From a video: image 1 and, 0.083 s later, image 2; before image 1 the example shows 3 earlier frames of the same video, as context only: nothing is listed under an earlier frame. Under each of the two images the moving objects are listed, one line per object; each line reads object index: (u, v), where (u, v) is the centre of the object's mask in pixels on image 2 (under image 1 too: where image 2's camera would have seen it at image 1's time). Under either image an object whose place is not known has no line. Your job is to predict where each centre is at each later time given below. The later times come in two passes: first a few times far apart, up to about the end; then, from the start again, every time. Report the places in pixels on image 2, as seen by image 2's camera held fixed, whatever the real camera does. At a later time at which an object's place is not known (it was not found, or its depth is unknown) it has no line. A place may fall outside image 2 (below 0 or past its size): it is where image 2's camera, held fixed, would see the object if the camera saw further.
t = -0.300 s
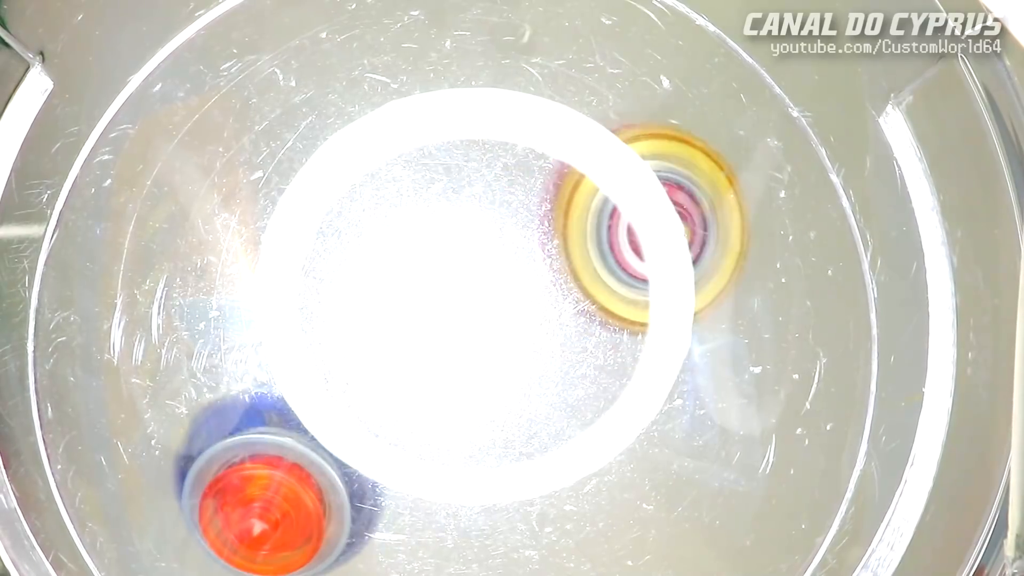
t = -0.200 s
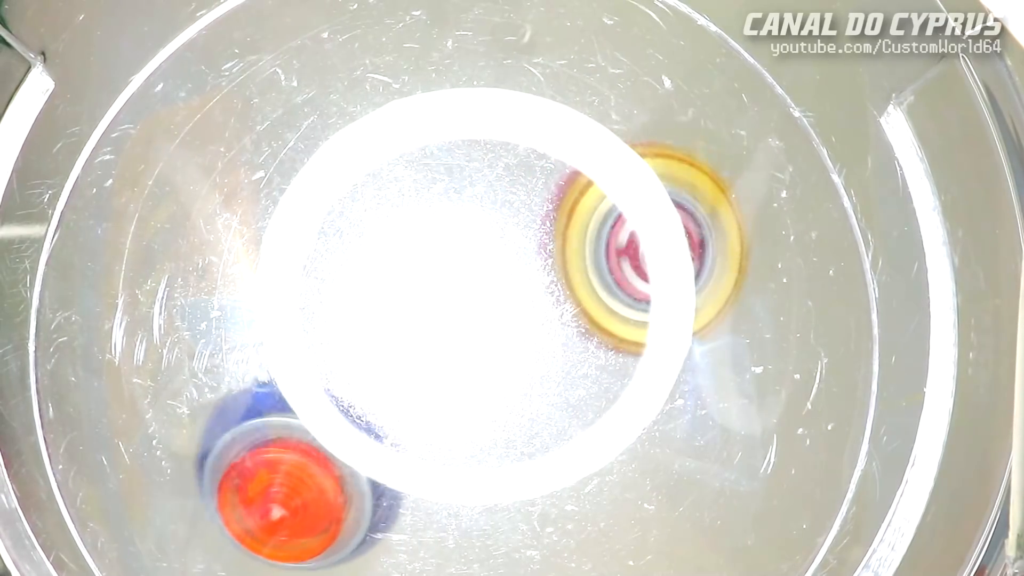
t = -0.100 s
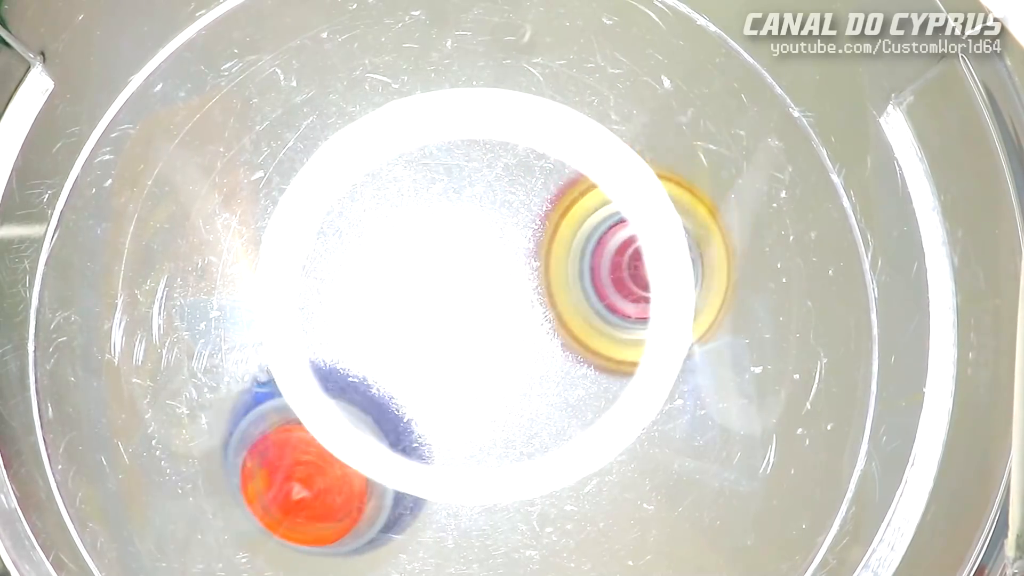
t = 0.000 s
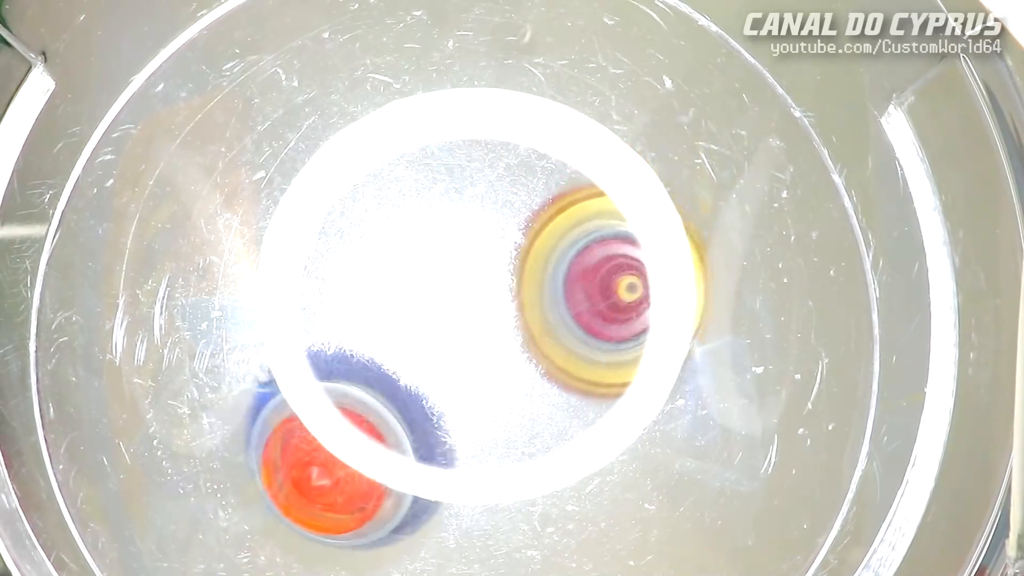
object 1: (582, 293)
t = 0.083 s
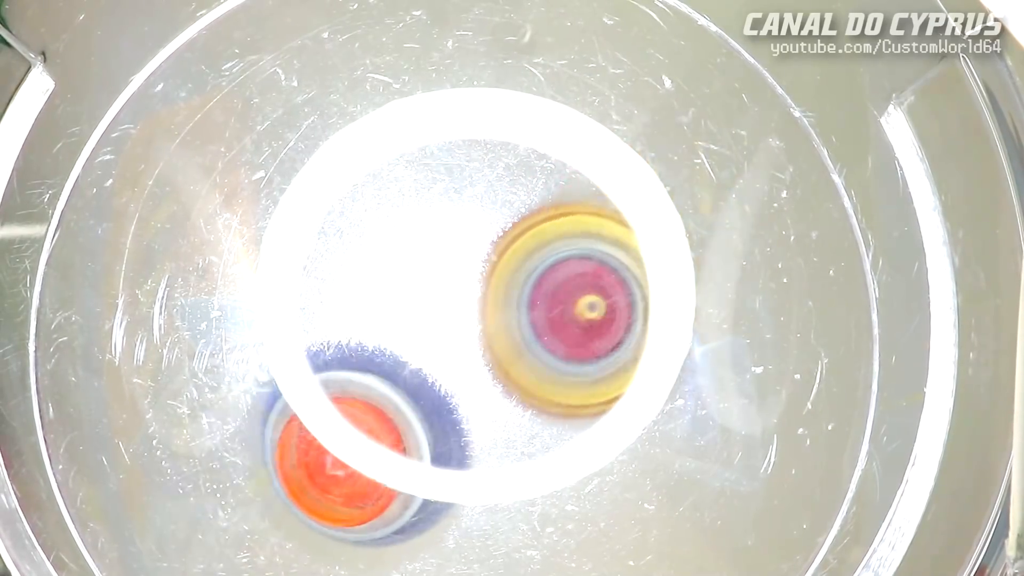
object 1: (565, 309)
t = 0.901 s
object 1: (559, 333)
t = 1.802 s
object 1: (567, 304)
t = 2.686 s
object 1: (511, 315)
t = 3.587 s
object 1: (497, 302)
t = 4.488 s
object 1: (474, 282)
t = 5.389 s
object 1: (465, 279)
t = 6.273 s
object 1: (496, 274)
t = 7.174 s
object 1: (483, 273)
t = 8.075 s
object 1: (446, 275)
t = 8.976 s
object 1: (458, 284)
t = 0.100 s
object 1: (561, 313)
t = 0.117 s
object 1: (558, 318)
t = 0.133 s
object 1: (554, 320)
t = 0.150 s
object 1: (558, 316)
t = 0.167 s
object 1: (562, 312)
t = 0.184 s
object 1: (565, 309)
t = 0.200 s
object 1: (566, 308)
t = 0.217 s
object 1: (566, 307)
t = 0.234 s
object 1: (565, 307)
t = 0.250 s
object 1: (563, 308)
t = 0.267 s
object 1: (562, 311)
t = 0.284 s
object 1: (561, 313)
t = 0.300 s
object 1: (559, 316)
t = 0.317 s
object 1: (556, 318)
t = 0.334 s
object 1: (553, 321)
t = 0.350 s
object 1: (551, 324)
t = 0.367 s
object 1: (547, 327)
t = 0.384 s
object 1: (546, 329)
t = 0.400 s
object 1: (556, 318)
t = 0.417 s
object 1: (568, 306)
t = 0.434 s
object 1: (574, 296)
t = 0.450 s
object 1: (581, 291)
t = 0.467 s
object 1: (586, 286)
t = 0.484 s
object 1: (589, 284)
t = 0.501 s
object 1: (614, 277)
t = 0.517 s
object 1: (618, 274)
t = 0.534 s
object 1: (622, 274)
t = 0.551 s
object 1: (623, 274)
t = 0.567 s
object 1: (623, 276)
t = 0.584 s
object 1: (623, 277)
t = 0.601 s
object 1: (620, 280)
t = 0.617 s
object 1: (618, 283)
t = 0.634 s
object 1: (613, 286)
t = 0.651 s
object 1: (612, 290)
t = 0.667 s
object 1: (592, 293)
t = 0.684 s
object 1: (591, 296)
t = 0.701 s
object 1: (590, 299)
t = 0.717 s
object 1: (588, 301)
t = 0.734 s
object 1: (587, 304)
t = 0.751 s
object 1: (584, 307)
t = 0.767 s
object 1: (583, 309)
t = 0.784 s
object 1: (581, 311)
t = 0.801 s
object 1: (579, 315)
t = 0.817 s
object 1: (576, 317)
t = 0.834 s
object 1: (573, 321)
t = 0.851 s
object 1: (569, 324)
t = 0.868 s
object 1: (565, 328)
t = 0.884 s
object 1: (563, 331)
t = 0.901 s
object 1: (559, 333)
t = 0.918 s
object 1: (554, 338)
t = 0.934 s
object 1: (550, 341)
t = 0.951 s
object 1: (544, 346)
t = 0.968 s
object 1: (539, 349)
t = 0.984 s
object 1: (542, 346)
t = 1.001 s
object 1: (553, 335)
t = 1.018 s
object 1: (561, 326)
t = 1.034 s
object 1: (568, 318)
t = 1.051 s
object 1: (572, 313)
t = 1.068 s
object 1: (575, 310)
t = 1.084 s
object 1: (578, 308)
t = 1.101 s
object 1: (578, 307)
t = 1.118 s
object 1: (578, 307)
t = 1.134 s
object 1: (579, 307)
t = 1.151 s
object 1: (579, 308)
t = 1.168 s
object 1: (578, 309)
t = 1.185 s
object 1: (578, 311)
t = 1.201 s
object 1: (577, 312)
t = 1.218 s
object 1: (577, 314)
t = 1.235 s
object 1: (577, 315)
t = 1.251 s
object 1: (576, 316)
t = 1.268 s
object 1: (575, 318)
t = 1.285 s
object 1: (574, 319)
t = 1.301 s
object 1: (572, 321)
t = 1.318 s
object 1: (571, 322)
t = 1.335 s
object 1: (570, 323)
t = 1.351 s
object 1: (567, 326)
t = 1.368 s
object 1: (565, 329)
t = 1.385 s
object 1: (561, 332)
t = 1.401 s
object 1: (559, 334)
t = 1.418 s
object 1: (555, 336)
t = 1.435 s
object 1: (552, 339)
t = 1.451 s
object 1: (548, 342)
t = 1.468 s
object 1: (544, 345)
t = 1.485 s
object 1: (539, 348)
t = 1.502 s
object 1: (533, 351)
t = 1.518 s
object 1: (533, 350)
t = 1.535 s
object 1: (533, 349)
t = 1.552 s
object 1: (532, 349)
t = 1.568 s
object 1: (529, 348)
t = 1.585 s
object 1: (526, 349)
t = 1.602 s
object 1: (524, 349)
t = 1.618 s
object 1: (524, 348)
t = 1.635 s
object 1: (536, 339)
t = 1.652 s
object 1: (547, 329)
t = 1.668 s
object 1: (553, 322)
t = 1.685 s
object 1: (558, 315)
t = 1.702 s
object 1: (562, 310)
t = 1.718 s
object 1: (564, 307)
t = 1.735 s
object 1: (565, 305)
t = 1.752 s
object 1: (565, 305)
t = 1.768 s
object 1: (566, 304)
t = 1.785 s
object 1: (567, 304)
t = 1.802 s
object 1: (567, 304)
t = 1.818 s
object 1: (567, 305)
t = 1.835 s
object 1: (567, 305)
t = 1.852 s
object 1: (567, 305)
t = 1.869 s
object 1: (567, 305)
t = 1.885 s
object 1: (566, 306)
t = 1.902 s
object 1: (566, 306)
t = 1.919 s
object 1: (565, 308)
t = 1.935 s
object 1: (564, 308)
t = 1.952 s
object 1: (564, 309)
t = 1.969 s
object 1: (564, 310)
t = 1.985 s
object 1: (562, 311)
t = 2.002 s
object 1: (560, 313)
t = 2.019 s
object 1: (558, 313)
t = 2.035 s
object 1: (557, 315)
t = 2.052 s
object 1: (554, 317)
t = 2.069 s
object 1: (552, 319)
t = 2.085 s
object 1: (547, 321)
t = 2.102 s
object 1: (545, 323)
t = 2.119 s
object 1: (541, 325)
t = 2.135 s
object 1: (537, 328)
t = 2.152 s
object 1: (532, 329)
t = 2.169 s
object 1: (526, 331)
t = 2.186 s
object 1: (522, 333)
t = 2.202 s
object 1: (523, 330)
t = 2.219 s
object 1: (528, 324)
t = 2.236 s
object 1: (533, 318)
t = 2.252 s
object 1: (533, 315)
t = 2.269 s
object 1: (534, 313)
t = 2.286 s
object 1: (533, 311)
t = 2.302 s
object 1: (532, 312)
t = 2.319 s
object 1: (531, 312)
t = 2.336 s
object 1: (528, 313)
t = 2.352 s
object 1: (527, 314)
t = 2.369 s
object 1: (526, 315)
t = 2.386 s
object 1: (523, 317)
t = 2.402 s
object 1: (521, 317)
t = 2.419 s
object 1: (518, 319)
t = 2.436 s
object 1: (516, 320)
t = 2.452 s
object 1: (514, 322)
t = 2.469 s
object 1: (510, 324)
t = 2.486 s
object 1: (507, 325)
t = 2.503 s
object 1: (505, 326)
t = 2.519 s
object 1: (509, 321)
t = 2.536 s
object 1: (513, 317)
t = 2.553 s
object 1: (513, 314)
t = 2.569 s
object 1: (513, 313)
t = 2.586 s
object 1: (512, 312)
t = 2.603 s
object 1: (513, 313)
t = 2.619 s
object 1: (513, 313)
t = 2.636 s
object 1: (512, 313)
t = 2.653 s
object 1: (511, 313)
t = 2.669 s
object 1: (511, 314)
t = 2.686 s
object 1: (511, 315)
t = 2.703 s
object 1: (510, 315)
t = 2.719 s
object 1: (509, 316)
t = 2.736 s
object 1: (508, 316)
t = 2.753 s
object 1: (507, 317)
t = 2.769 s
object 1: (505, 319)
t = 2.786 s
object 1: (504, 319)
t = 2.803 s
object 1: (504, 319)
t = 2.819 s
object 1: (508, 313)
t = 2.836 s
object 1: (512, 309)
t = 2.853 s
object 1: (511, 307)
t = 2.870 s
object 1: (510, 306)
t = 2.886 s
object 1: (510, 305)
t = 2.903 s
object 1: (510, 306)
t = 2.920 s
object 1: (510, 306)
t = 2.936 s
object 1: (510, 306)
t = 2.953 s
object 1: (510, 306)
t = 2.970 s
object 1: (510, 306)
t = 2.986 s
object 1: (509, 306)
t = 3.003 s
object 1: (509, 307)
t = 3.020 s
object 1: (508, 307)
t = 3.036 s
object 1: (508, 307)
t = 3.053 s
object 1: (508, 308)
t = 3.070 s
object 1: (506, 309)
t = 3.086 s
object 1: (505, 310)
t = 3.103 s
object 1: (504, 310)
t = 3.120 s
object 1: (502, 312)
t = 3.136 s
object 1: (501, 312)
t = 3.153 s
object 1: (500, 311)
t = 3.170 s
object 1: (499, 311)
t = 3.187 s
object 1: (499, 311)
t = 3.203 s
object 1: (499, 311)
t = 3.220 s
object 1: (499, 309)
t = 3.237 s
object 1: (498, 308)
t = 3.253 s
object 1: (497, 308)
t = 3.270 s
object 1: (497, 308)
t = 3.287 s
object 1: (497, 309)
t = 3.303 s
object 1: (496, 310)
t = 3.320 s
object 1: (496, 310)
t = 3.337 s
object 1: (497, 309)
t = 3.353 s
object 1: (500, 304)
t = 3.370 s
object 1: (500, 301)
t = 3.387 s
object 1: (501, 299)
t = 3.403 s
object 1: (500, 299)
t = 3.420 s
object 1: (500, 299)
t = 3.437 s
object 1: (500, 299)
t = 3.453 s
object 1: (500, 298)
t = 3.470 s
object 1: (500, 299)
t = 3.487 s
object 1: (499, 299)
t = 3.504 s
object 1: (499, 300)
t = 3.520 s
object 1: (499, 300)
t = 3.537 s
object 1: (499, 300)
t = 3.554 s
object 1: (498, 302)
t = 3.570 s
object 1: (497, 302)
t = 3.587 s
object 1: (497, 302)
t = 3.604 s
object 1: (499, 300)
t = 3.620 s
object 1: (501, 297)
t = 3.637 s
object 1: (500, 295)
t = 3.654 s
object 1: (499, 294)
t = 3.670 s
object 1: (499, 295)
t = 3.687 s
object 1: (499, 295)
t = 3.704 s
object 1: (498, 295)
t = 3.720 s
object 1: (498, 296)
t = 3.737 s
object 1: (499, 296)
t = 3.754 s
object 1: (498, 297)
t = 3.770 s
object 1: (498, 298)
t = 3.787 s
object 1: (497, 298)
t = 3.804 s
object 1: (496, 299)
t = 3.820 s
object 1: (496, 300)
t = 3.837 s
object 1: (495, 300)
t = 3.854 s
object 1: (494, 300)
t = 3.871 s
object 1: (494, 300)
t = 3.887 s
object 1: (493, 300)
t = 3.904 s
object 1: (492, 301)
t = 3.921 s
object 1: (493, 300)
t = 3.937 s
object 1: (493, 300)
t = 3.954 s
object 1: (493, 298)
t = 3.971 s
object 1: (490, 297)
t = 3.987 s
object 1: (490, 298)
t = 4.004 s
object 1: (490, 298)
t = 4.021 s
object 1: (489, 298)
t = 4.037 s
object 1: (489, 298)
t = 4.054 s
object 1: (489, 296)
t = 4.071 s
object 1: (488, 297)
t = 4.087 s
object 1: (487, 297)
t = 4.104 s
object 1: (486, 297)
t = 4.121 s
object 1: (486, 295)
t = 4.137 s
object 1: (486, 294)
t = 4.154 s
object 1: (485, 293)
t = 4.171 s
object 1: (483, 293)
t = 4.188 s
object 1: (483, 292)
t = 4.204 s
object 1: (482, 293)
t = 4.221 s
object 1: (482, 293)
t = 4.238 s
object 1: (482, 289)
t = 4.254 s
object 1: (482, 287)
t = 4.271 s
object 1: (482, 285)
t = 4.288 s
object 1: (481, 284)
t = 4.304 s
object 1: (480, 284)
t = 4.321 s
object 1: (481, 284)
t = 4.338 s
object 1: (479, 284)
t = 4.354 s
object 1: (479, 285)
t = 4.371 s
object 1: (478, 284)
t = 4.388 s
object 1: (478, 285)
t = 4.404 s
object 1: (478, 285)
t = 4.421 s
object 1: (476, 284)
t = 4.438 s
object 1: (475, 284)
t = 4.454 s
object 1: (475, 285)
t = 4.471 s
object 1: (474, 285)
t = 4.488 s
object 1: (474, 282)
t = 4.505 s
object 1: (474, 280)
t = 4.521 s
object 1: (473, 280)
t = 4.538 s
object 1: (472, 280)
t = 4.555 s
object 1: (472, 279)
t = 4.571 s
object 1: (472, 279)
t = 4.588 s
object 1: (471, 280)
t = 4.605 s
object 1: (470, 281)
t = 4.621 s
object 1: (469, 282)
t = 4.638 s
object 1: (469, 282)
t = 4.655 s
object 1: (469, 281)
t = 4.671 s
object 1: (468, 281)
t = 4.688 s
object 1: (468, 281)
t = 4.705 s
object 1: (468, 277)
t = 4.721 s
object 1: (469, 272)
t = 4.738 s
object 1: (470, 268)
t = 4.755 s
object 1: (471, 265)
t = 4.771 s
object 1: (471, 264)
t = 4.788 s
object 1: (471, 262)
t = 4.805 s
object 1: (471, 261)
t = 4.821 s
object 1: (472, 260)
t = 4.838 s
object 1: (472, 260)
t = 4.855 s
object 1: (471, 260)
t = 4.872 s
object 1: (472, 260)
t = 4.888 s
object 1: (473, 260)
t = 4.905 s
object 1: (473, 262)
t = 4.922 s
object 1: (473, 261)
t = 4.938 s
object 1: (473, 261)
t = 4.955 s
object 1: (473, 263)
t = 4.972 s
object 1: (473, 263)
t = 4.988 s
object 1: (472, 265)
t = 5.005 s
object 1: (472, 267)
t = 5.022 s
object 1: (471, 269)
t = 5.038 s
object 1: (470, 272)
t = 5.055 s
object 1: (470, 274)
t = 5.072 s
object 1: (469, 276)
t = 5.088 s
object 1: (468, 278)
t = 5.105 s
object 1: (468, 279)
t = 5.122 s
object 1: (466, 279)
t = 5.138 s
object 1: (466, 282)
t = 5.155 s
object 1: (465, 279)
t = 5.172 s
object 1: (465, 275)
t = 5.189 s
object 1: (464, 273)
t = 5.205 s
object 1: (463, 272)
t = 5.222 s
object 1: (463, 273)
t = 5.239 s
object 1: (464, 273)
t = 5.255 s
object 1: (464, 273)
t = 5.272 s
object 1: (465, 274)
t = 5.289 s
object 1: (465, 273)
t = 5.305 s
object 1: (465, 274)
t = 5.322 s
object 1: (465, 275)
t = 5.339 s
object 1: (465, 275)
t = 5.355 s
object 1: (465, 276)
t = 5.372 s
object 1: (466, 278)
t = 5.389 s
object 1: (465, 279)
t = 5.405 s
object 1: (465, 280)
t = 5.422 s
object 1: (467, 271)
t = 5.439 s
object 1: (470, 262)
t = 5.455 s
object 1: (471, 253)
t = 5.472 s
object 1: (474, 248)
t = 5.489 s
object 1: (475, 245)
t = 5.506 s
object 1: (476, 243)
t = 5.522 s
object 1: (477, 242)
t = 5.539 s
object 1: (479, 242)
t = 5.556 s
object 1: (479, 241)
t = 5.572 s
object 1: (481, 241)
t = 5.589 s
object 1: (482, 241)
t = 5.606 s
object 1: (481, 241)
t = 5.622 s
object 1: (483, 241)
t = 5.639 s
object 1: (484, 242)
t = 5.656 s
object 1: (485, 243)
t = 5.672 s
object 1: (486, 243)
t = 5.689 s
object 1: (486, 243)
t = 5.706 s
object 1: (486, 245)
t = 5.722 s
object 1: (487, 245)
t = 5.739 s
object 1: (487, 247)
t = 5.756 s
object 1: (487, 251)
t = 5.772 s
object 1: (488, 253)
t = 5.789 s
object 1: (488, 255)
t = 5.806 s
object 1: (488, 259)
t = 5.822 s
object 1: (487, 262)
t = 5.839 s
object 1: (487, 265)
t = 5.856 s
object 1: (489, 258)
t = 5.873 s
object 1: (490, 247)
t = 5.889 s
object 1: (489, 241)
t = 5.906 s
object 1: (489, 237)
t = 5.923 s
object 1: (489, 236)
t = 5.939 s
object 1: (489, 235)
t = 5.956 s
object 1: (490, 235)
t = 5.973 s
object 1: (491, 236)
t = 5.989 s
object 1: (491, 236)
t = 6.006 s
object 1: (493, 237)
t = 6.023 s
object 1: (493, 237)
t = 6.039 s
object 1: (494, 238)
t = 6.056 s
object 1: (495, 239)
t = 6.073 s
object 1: (495, 240)
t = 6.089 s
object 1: (496, 241)
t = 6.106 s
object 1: (497, 243)
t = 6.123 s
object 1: (497, 245)
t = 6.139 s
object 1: (497, 247)
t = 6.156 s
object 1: (498, 250)
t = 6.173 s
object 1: (498, 254)
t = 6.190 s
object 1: (498, 258)
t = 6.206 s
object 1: (498, 262)
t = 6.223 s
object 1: (497, 267)
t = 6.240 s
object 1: (496, 272)
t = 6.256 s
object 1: (496, 274)
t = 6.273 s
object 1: (496, 274)
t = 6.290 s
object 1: (495, 274)
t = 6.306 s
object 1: (494, 276)
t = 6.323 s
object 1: (493, 279)
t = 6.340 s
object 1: (494, 274)
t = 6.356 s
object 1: (497, 264)
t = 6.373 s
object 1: (500, 255)
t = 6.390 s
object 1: (499, 249)
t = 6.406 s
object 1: (501, 245)
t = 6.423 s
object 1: (502, 243)
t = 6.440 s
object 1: (501, 242)
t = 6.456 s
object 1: (503, 242)
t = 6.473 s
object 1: (503, 242)
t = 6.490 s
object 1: (503, 241)
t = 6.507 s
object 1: (505, 242)
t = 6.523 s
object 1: (505, 242)
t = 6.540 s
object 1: (505, 242)
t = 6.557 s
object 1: (507, 243)
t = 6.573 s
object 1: (507, 244)
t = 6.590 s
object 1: (507, 244)
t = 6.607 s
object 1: (508, 245)
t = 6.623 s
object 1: (508, 246)
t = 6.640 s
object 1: (508, 247)
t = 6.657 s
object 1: (508, 250)
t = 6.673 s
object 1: (508, 251)
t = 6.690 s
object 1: (507, 253)
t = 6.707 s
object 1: (507, 257)
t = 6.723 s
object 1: (506, 260)
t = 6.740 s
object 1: (505, 263)
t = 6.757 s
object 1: (504, 269)
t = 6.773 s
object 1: (503, 266)
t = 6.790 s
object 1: (501, 259)
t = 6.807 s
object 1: (501, 255)
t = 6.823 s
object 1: (498, 252)
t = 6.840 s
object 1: (498, 253)
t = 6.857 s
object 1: (497, 255)
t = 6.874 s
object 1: (497, 254)
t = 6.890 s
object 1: (497, 255)
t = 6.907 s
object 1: (496, 257)
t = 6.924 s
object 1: (497, 258)
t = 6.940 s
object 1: (495, 260)
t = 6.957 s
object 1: (494, 262)
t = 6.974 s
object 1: (494, 264)
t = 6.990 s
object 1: (491, 267)
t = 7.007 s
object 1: (491, 271)
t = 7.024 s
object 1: (490, 272)
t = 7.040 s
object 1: (488, 267)
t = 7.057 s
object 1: (489, 263)
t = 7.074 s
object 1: (487, 262)
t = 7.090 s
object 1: (484, 263)
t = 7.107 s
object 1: (484, 266)
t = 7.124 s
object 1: (485, 268)
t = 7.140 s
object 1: (483, 269)
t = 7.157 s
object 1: (483, 271)
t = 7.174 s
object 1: (483, 273)
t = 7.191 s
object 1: (482, 274)
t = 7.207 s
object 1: (481, 275)
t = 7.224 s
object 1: (481, 274)
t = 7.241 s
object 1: (480, 273)
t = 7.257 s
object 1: (478, 276)
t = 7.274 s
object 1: (478, 279)
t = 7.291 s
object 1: (479, 279)
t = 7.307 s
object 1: (478, 279)
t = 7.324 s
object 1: (477, 279)
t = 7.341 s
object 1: (476, 273)
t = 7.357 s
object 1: (474, 270)
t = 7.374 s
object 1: (473, 266)
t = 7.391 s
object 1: (473, 264)
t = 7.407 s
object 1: (471, 264)
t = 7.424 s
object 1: (471, 264)
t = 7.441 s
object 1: (472, 264)
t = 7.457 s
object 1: (470, 264)
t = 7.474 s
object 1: (470, 265)
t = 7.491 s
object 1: (470, 266)
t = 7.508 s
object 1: (469, 265)
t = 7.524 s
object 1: (468, 267)
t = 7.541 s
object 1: (468, 269)
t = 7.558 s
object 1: (468, 265)
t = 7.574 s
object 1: (466, 262)
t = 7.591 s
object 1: (465, 262)
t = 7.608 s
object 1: (464, 261)
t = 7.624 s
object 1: (463, 263)
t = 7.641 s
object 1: (463, 263)
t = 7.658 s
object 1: (463, 263)
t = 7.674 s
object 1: (461, 264)
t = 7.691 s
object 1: (461, 265)
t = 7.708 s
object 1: (460, 262)
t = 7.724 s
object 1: (458, 259)
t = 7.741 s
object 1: (457, 259)
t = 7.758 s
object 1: (457, 260)
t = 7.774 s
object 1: (456, 259)
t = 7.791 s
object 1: (455, 261)
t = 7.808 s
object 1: (454, 262)
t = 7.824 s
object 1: (454, 262)
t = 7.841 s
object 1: (452, 265)
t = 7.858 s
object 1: (452, 267)
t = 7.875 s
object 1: (452, 268)
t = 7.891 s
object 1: (451, 270)
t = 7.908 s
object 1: (450, 266)
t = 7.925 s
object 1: (449, 263)
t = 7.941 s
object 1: (447, 263)
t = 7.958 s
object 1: (446, 264)
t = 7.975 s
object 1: (447, 266)
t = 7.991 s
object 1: (446, 266)
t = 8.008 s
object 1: (445, 269)
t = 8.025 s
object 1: (446, 270)
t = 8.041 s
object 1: (447, 271)
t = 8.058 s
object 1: (445, 274)
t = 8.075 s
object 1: (446, 275)
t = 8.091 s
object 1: (445, 266)
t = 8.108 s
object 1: (443, 257)
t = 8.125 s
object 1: (442, 250)
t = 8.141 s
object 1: (441, 247)
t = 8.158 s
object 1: (439, 246)
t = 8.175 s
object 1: (440, 246)
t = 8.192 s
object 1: (440, 247)
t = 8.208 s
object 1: (440, 246)
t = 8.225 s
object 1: (440, 247)
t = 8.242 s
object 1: (441, 247)
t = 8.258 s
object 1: (441, 247)
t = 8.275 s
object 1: (441, 249)
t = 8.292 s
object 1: (442, 249)
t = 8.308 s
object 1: (443, 250)
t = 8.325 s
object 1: (442, 252)
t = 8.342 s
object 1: (443, 254)
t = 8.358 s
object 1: (444, 256)
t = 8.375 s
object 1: (444, 258)
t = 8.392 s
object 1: (445, 262)
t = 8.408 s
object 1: (446, 265)
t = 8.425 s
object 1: (447, 268)
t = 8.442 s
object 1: (447, 273)
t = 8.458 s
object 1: (449, 276)
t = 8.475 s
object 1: (450, 280)
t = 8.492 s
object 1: (448, 276)
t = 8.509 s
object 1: (446, 270)
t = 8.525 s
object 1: (445, 263)
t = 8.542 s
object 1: (443, 260)
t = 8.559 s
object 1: (442, 259)
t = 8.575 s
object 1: (443, 259)
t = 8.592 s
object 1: (444, 258)
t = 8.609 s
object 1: (444, 259)
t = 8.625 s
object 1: (445, 260)
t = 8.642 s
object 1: (447, 259)
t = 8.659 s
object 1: (446, 259)
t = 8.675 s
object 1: (447, 260)
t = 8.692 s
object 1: (449, 260)
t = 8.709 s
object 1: (449, 261)
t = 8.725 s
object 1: (449, 263)
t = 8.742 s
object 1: (451, 265)
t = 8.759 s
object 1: (453, 266)
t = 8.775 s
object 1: (452, 269)
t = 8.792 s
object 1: (454, 271)
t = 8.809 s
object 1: (456, 273)
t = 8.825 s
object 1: (456, 275)
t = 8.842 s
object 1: (457, 279)
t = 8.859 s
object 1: (460, 281)
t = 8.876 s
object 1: (460, 283)
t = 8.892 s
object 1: (461, 287)
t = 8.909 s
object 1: (463, 290)
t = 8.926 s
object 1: (464, 292)
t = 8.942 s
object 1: (462, 290)
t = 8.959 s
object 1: (460, 286)
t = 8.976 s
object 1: (458, 284)
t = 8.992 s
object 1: (457, 283)
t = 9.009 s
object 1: (457, 285)
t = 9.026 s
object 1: (459, 285)
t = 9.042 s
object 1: (460, 285)
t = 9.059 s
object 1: (461, 286)
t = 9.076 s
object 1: (462, 286)
